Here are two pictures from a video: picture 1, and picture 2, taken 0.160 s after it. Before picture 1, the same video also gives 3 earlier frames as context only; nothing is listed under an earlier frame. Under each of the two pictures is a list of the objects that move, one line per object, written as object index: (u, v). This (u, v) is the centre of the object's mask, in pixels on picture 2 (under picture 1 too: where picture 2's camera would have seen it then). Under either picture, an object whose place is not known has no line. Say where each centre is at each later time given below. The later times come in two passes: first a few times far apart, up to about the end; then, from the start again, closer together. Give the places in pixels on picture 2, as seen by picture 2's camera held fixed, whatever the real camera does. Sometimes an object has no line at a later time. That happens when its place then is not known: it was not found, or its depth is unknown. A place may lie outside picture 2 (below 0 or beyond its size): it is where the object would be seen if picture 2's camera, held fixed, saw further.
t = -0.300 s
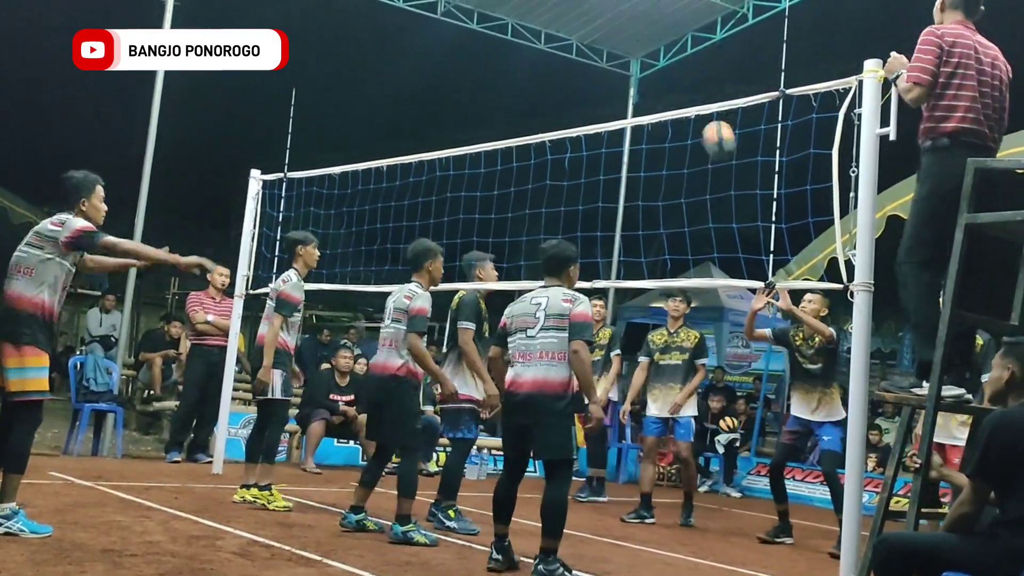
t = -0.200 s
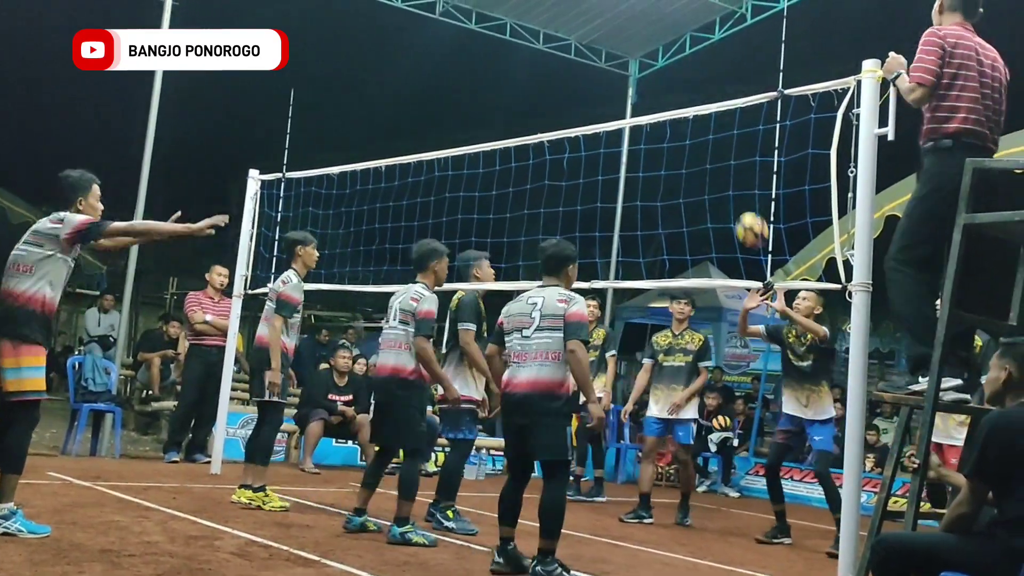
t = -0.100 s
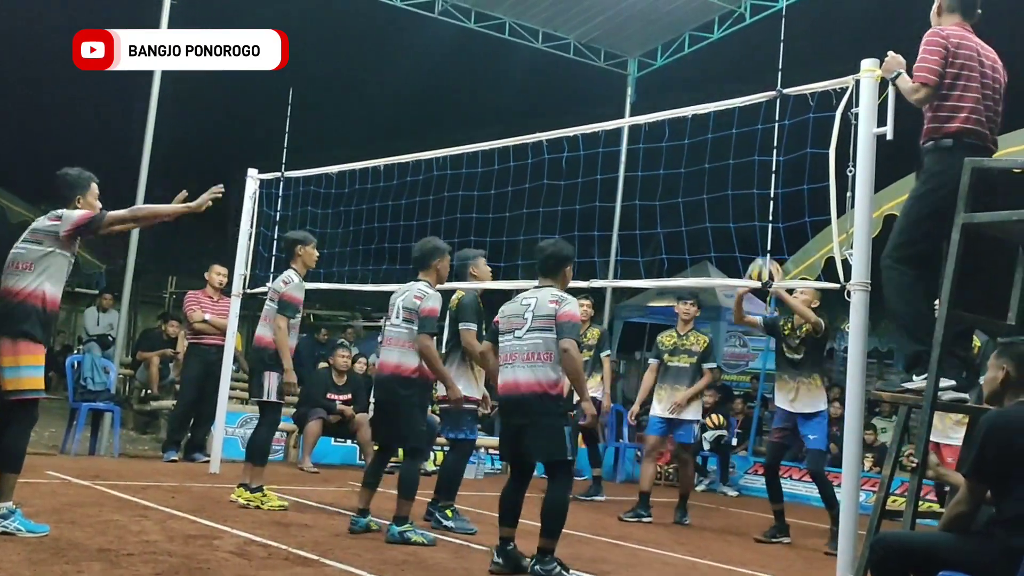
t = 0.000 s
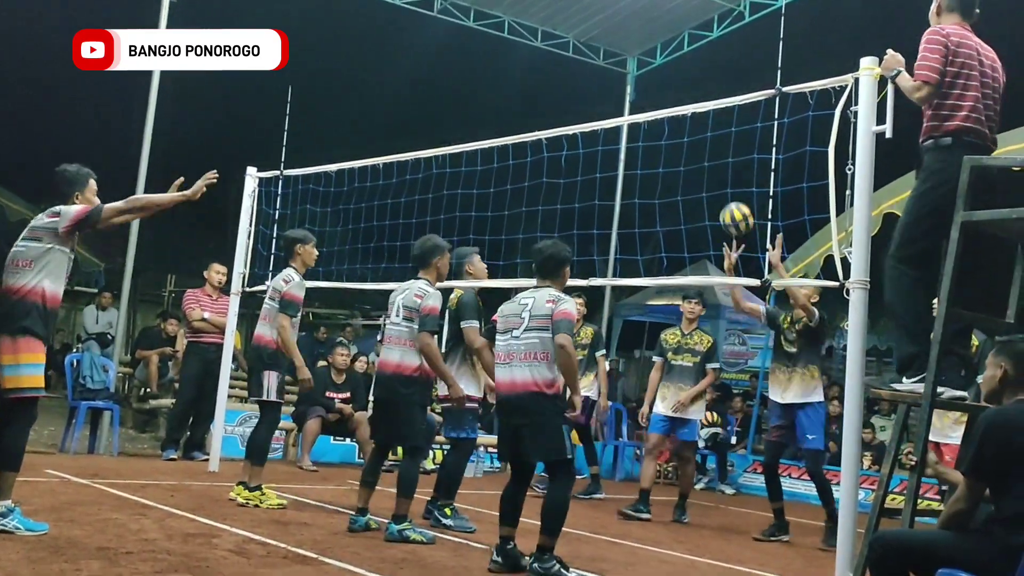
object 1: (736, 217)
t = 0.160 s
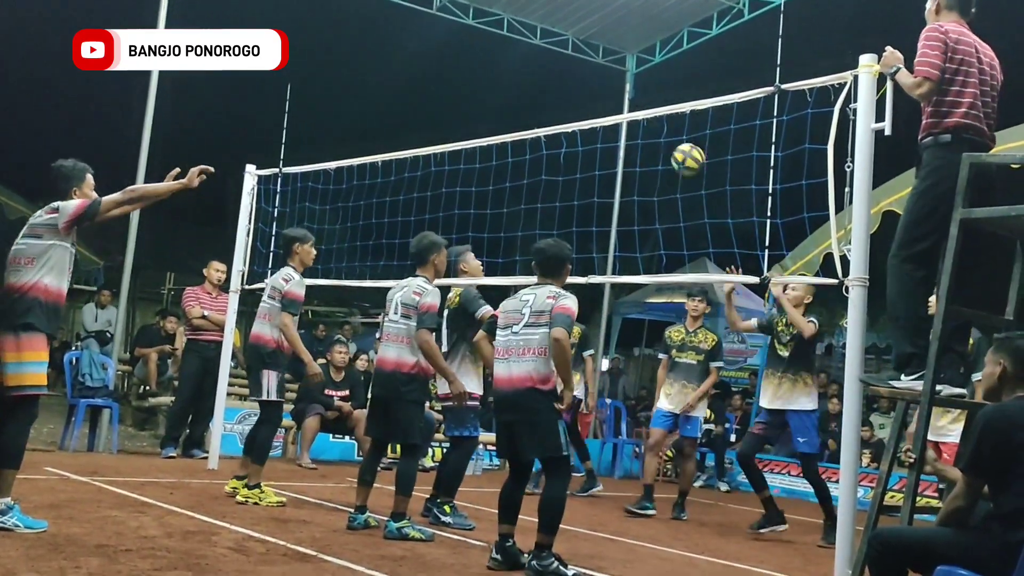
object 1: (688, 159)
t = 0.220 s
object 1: (669, 148)
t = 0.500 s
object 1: (578, 159)
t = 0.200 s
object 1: (675, 150)
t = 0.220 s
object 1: (669, 148)
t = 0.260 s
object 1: (656, 143)
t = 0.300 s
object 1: (643, 139)
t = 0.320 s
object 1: (637, 139)
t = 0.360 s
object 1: (624, 139)
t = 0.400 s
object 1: (610, 142)
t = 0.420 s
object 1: (604, 144)
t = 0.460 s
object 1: (591, 151)
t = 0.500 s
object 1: (578, 159)
